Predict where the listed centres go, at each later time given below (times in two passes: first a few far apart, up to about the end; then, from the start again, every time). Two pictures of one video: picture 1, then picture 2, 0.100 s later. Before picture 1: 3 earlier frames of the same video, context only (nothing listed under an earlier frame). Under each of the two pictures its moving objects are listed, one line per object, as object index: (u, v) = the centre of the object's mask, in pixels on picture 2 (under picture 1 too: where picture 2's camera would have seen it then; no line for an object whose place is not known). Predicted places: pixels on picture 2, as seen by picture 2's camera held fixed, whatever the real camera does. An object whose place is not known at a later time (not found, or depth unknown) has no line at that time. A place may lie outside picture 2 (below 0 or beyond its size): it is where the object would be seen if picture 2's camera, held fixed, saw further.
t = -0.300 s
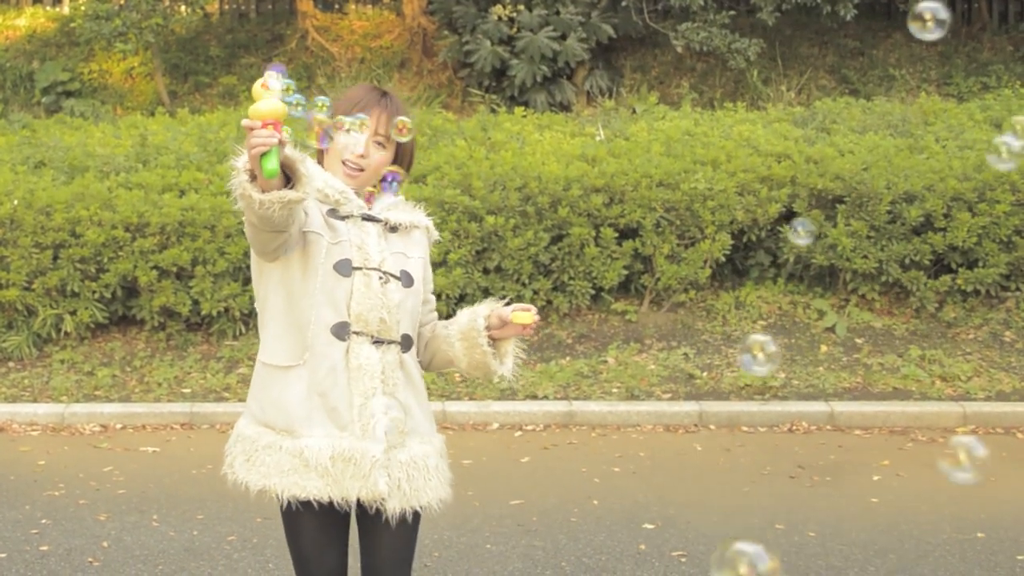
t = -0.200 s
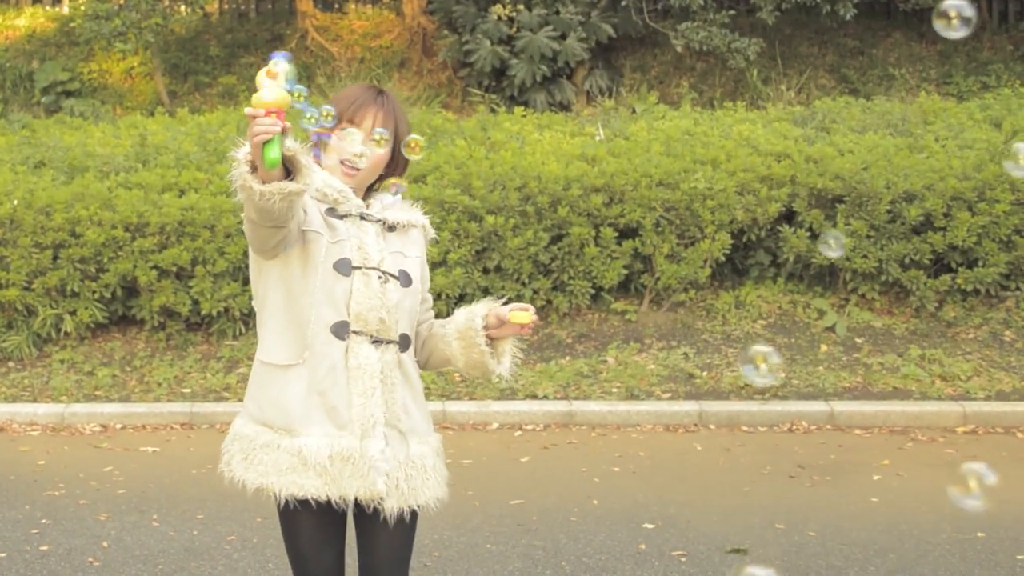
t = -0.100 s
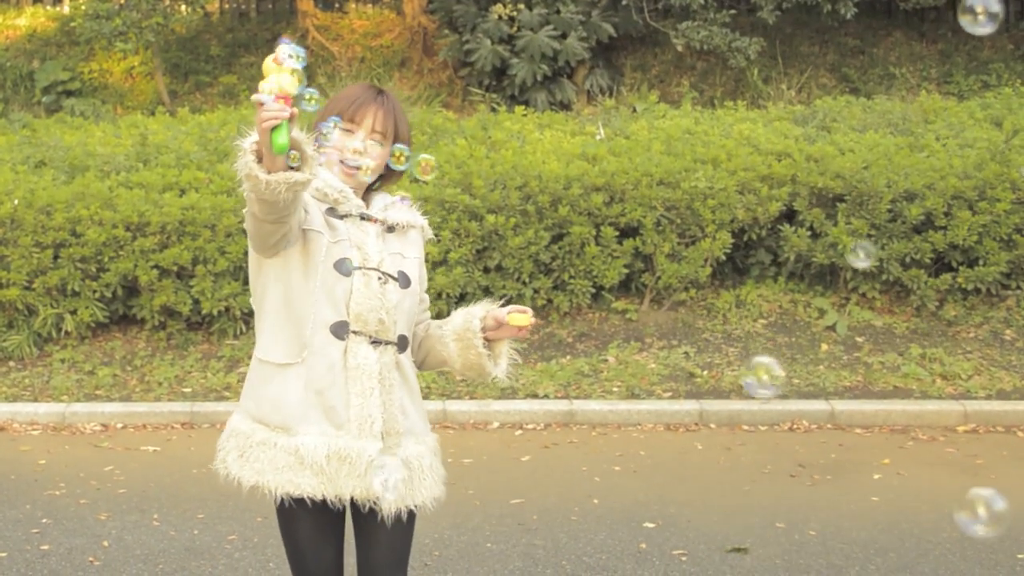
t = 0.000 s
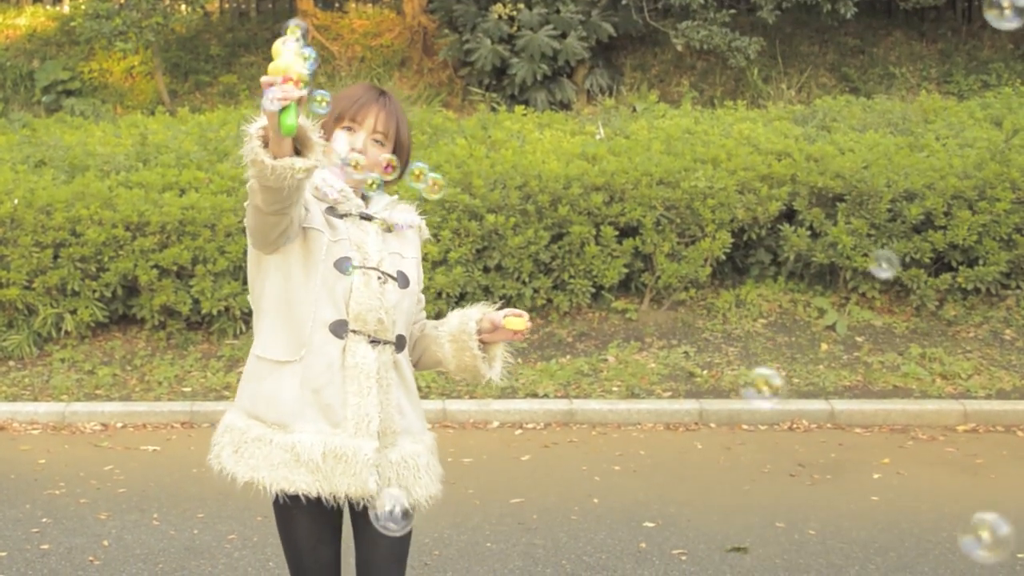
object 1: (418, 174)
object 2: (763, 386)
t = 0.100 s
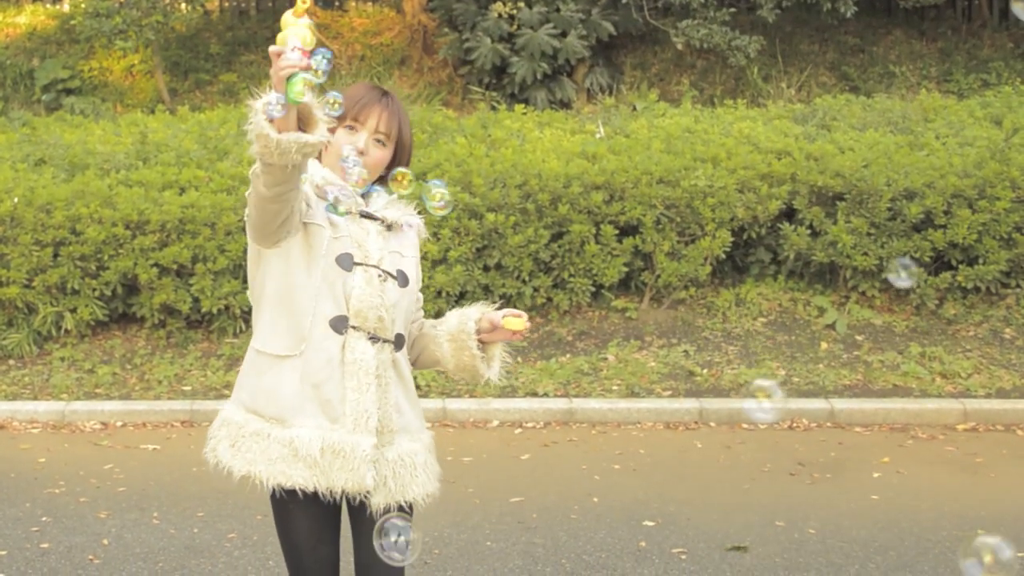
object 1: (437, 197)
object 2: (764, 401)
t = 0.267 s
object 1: (455, 225)
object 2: (766, 426)
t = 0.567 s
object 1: (465, 264)
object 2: (781, 495)
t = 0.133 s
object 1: (440, 204)
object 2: (763, 406)
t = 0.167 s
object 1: (443, 208)
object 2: (763, 411)
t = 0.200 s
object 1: (447, 215)
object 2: (764, 415)
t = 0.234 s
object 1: (450, 220)
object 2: (765, 421)
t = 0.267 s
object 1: (455, 225)
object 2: (766, 426)
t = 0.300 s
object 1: (450, 235)
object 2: (767, 433)
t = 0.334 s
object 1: (452, 241)
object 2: (768, 439)
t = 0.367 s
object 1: (454, 246)
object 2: (770, 446)
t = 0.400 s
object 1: (456, 251)
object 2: (771, 453)
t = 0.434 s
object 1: (458, 254)
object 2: (772, 460)
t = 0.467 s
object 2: (774, 468)
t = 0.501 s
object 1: (461, 254)
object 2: (776, 476)
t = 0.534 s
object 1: (463, 260)
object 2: (778, 485)
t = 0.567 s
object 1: (465, 264)
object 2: (781, 495)
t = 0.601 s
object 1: (463, 269)
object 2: (784, 505)
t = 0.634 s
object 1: (464, 272)
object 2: (786, 515)
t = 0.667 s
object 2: (791, 527)
